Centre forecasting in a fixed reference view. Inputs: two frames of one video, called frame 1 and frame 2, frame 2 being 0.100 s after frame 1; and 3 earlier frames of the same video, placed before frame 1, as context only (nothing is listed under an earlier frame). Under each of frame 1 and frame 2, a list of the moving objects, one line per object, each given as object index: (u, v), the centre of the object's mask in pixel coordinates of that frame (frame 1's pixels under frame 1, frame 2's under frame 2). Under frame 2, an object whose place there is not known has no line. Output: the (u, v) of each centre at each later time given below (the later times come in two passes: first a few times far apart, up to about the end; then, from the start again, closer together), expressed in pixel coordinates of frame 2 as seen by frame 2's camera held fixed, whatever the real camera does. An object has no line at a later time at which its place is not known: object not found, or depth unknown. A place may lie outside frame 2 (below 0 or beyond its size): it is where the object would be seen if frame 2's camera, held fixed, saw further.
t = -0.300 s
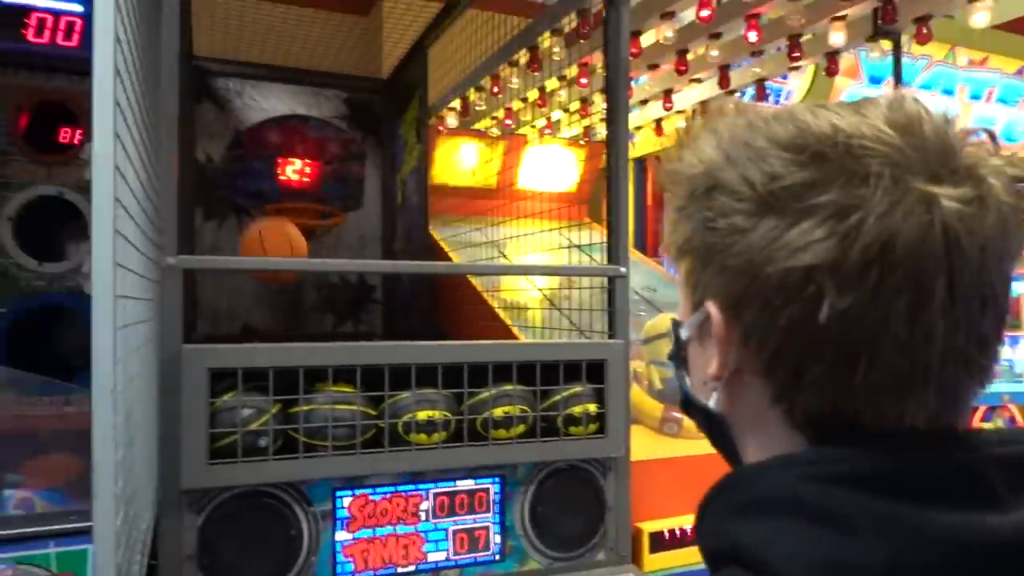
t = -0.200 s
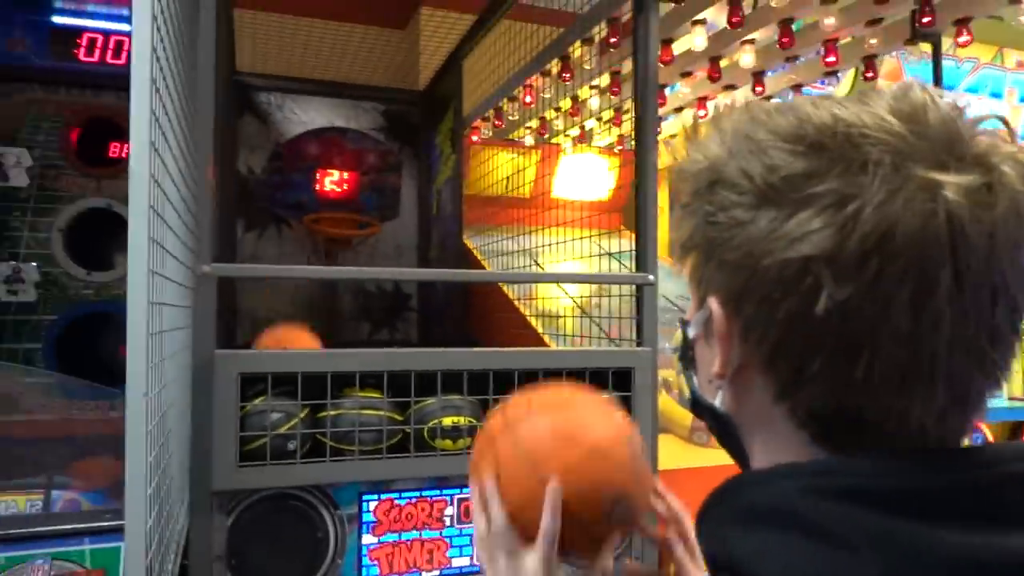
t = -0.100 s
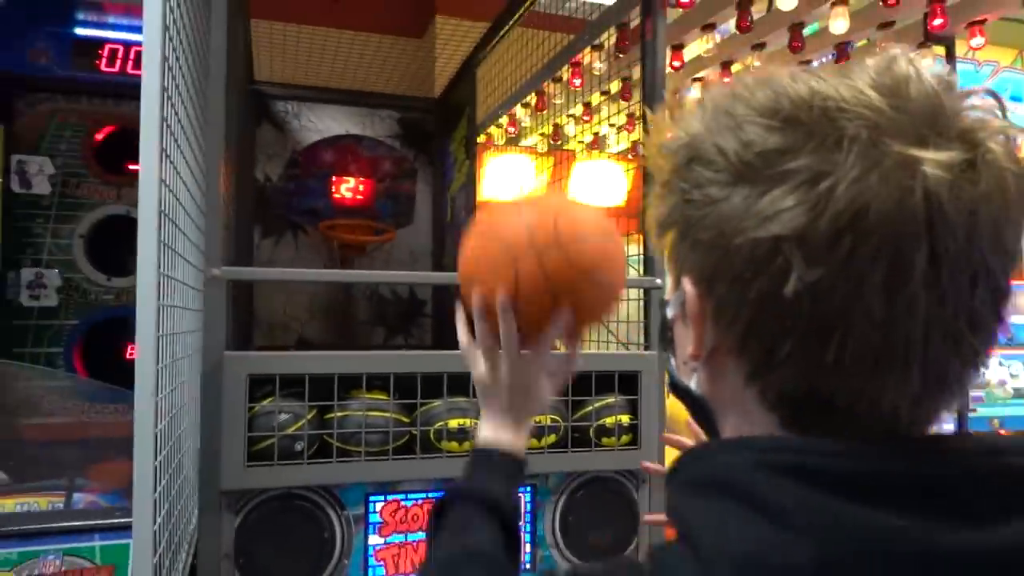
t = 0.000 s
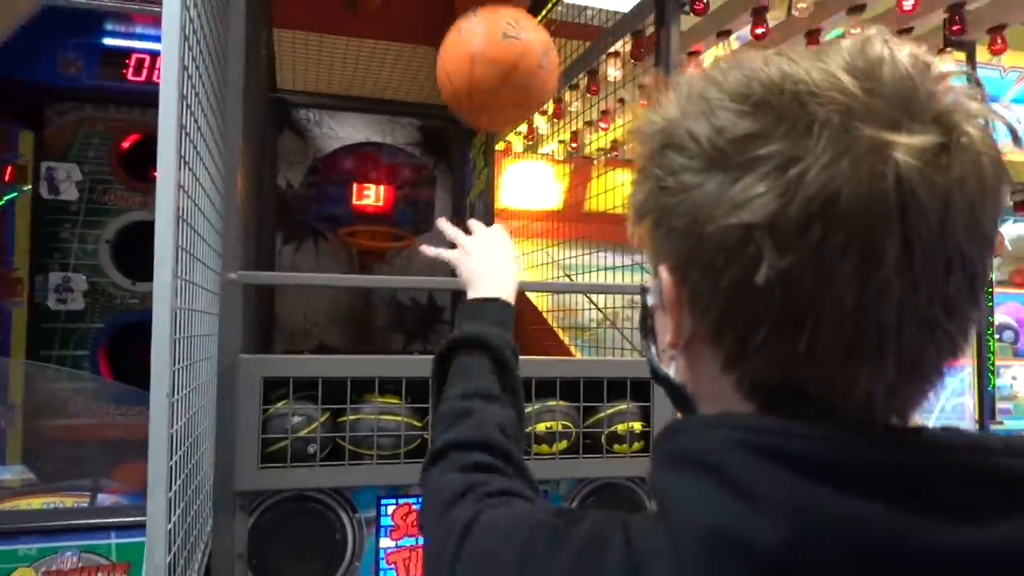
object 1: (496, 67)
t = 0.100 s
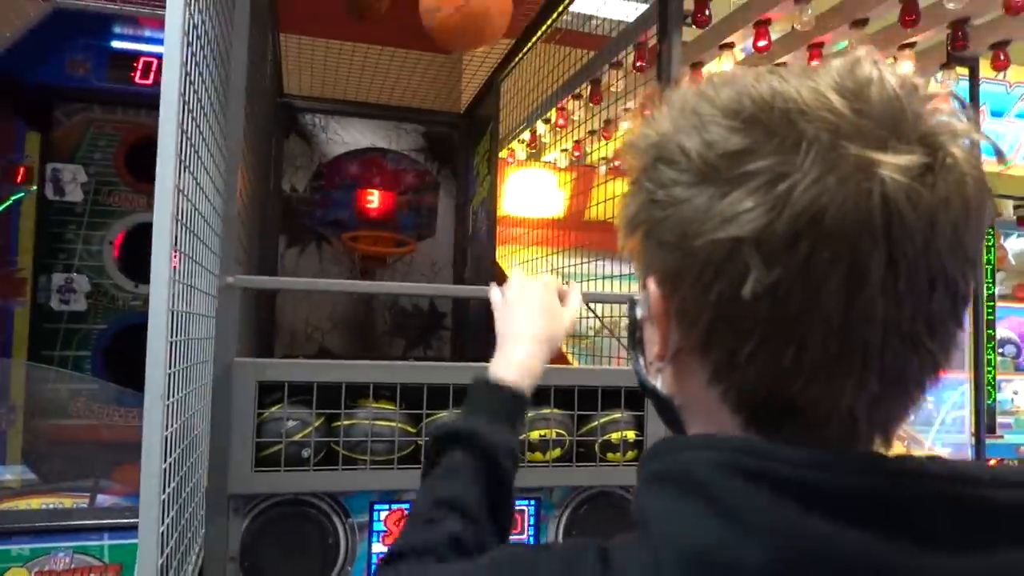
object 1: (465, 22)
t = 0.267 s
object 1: (437, 18)
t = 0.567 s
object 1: (405, 192)
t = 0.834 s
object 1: (334, 154)
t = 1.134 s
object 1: (321, 216)
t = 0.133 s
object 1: (457, 17)
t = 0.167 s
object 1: (450, 14)
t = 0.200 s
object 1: (444, 14)
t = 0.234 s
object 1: (440, 15)
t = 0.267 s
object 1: (437, 18)
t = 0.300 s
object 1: (431, 30)
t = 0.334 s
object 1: (427, 45)
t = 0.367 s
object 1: (424, 62)
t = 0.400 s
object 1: (421, 82)
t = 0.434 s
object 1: (417, 102)
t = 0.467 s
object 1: (414, 123)
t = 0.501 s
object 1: (411, 145)
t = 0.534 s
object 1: (408, 168)
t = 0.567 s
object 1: (405, 192)
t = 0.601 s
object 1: (401, 220)
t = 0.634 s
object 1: (397, 221)
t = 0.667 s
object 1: (386, 204)
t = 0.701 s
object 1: (378, 187)
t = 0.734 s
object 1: (366, 175)
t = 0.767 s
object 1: (358, 168)
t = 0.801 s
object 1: (345, 160)
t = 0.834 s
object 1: (334, 154)
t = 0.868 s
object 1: (322, 151)
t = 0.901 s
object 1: (310, 151)
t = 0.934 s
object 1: (297, 154)
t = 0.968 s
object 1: (286, 160)
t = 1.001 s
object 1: (291, 164)
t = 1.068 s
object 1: (306, 184)
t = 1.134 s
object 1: (321, 216)
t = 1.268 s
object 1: (351, 325)
